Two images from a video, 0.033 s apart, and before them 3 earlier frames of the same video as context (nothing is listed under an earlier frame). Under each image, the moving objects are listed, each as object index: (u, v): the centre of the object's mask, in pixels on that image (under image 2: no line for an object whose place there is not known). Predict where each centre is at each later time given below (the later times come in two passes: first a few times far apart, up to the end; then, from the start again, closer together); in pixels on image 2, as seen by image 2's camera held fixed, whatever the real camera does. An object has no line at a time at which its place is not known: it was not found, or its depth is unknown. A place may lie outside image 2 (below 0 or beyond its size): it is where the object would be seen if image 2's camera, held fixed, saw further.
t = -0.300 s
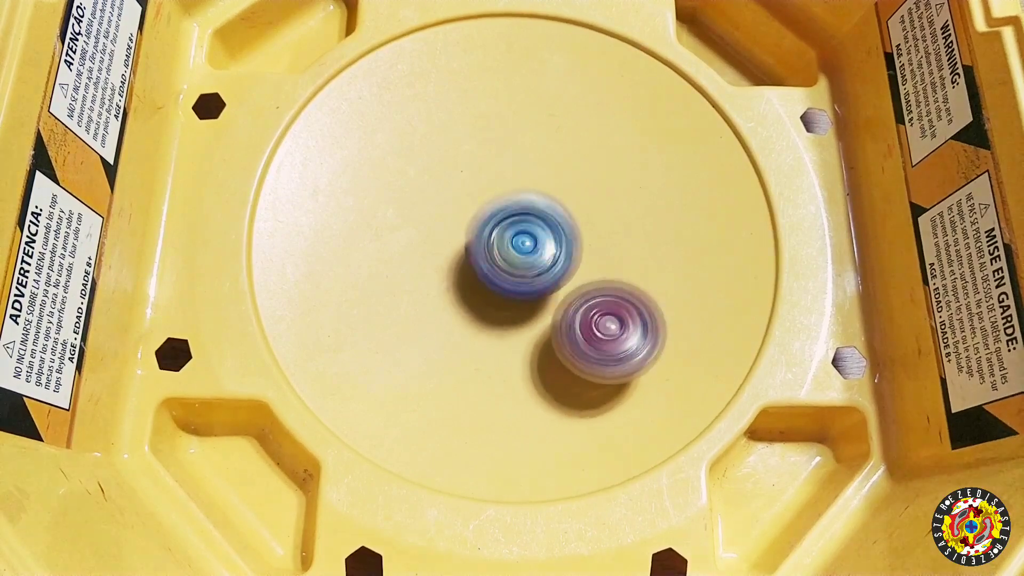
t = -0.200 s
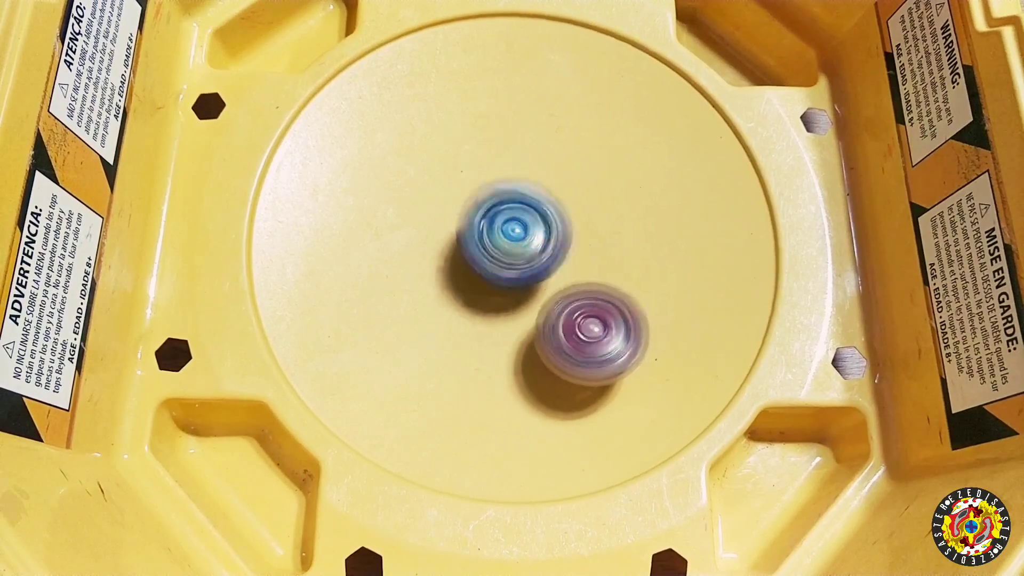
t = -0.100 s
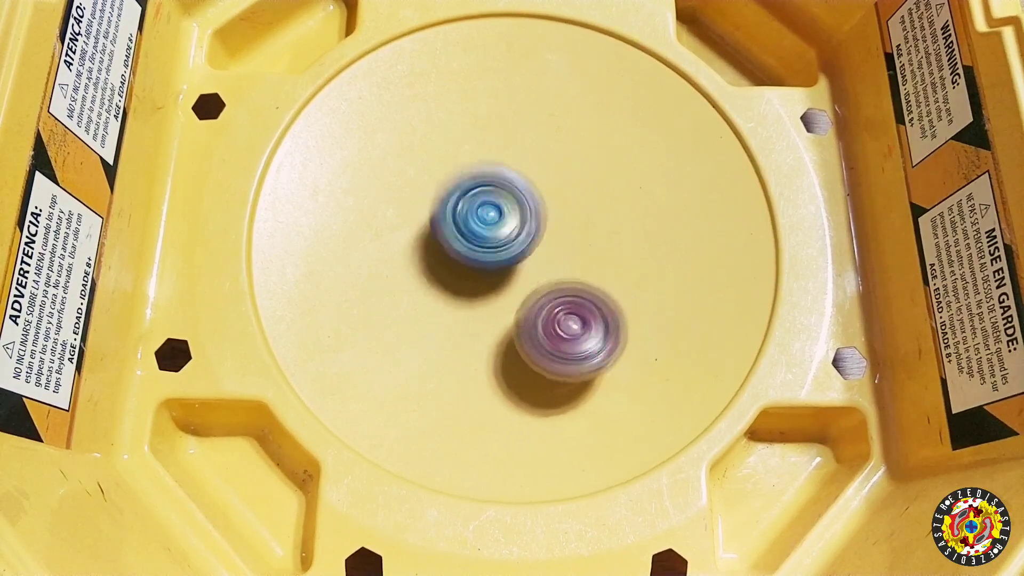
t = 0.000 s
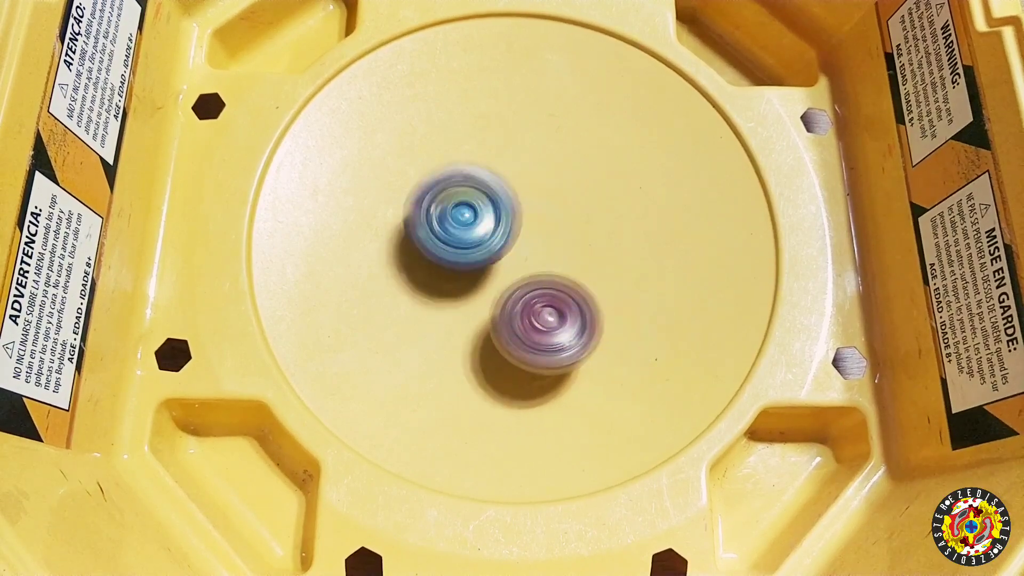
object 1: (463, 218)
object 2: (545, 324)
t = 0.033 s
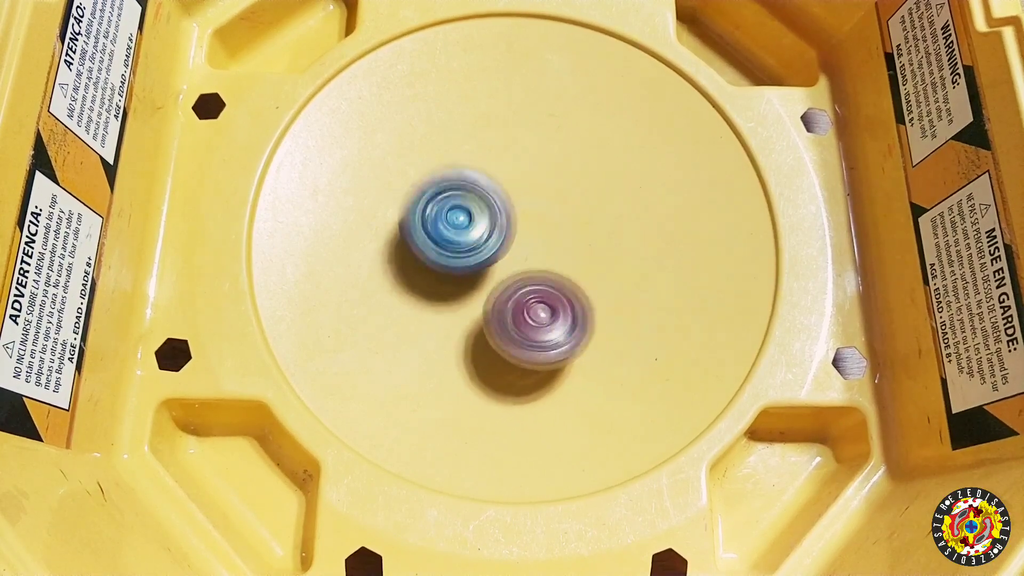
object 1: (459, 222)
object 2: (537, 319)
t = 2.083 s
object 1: (441, 321)
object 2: (562, 213)
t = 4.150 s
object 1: (597, 280)
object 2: (355, 228)
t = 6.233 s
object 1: (539, 222)
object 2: (358, 216)
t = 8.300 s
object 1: (508, 265)
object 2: (601, 251)
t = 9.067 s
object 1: (508, 265)
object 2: (601, 251)
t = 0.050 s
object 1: (456, 225)
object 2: (532, 317)
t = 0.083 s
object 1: (454, 230)
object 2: (524, 314)
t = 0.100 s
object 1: (452, 220)
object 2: (526, 328)
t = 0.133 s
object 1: (448, 192)
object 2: (531, 370)
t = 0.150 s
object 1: (446, 183)
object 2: (534, 383)
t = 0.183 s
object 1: (441, 169)
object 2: (535, 400)
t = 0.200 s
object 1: (440, 162)
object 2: (536, 403)
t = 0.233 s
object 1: (435, 149)
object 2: (541, 407)
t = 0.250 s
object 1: (431, 143)
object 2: (543, 409)
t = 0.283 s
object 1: (427, 131)
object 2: (546, 413)
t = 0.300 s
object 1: (426, 126)
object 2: (548, 414)
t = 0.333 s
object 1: (422, 116)
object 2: (551, 415)
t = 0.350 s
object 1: (420, 113)
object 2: (552, 415)
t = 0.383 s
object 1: (418, 107)
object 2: (554, 414)
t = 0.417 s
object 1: (417, 103)
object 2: (556, 412)
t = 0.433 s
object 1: (417, 102)
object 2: (557, 410)
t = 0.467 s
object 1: (419, 102)
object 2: (557, 405)
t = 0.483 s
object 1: (420, 103)
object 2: (557, 402)
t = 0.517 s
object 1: (424, 107)
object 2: (556, 395)
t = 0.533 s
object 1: (428, 110)
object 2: (555, 392)
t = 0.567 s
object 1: (436, 117)
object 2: (554, 384)
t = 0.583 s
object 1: (441, 121)
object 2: (553, 379)
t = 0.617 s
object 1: (452, 130)
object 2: (550, 370)
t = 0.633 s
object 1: (456, 133)
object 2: (548, 365)
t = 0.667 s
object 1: (469, 141)
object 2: (545, 355)
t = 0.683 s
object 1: (475, 144)
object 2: (543, 349)
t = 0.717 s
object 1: (489, 151)
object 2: (539, 337)
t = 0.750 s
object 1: (502, 158)
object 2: (534, 323)
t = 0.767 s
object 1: (507, 163)
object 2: (531, 315)
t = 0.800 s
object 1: (521, 169)
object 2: (524, 298)
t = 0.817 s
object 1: (527, 171)
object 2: (520, 289)
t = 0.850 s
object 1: (544, 169)
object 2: (506, 277)
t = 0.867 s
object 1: (556, 165)
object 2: (496, 275)
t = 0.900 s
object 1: (570, 158)
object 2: (481, 268)
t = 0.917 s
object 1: (576, 156)
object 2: (476, 263)
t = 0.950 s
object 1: (588, 148)
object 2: (467, 256)
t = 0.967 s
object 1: (594, 144)
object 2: (462, 250)
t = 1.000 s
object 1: (605, 137)
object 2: (454, 242)
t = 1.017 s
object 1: (611, 135)
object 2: (451, 237)
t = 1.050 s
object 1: (622, 130)
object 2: (443, 229)
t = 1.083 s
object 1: (632, 126)
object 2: (435, 220)
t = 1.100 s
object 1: (635, 125)
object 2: (432, 217)
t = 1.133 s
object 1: (645, 123)
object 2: (427, 209)
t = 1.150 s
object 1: (647, 121)
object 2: (424, 207)
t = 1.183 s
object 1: (652, 122)
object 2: (420, 202)
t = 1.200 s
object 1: (654, 124)
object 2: (418, 199)
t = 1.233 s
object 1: (656, 126)
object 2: (414, 194)
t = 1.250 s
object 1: (655, 129)
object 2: (412, 191)
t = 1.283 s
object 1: (654, 137)
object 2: (409, 187)
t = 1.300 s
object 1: (651, 140)
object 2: (409, 185)
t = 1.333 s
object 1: (648, 150)
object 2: (406, 182)
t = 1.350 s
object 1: (645, 154)
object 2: (406, 180)
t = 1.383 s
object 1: (639, 165)
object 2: (404, 176)
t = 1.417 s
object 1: (632, 177)
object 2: (405, 173)
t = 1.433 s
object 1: (630, 183)
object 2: (405, 173)
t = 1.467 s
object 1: (624, 195)
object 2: (406, 171)
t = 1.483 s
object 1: (620, 202)
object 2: (407, 170)
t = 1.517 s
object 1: (614, 214)
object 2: (409, 169)
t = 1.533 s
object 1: (608, 220)
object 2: (411, 168)
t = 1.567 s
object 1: (602, 230)
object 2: (414, 168)
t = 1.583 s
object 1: (599, 236)
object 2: (416, 168)
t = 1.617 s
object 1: (588, 246)
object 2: (422, 168)
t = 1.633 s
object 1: (586, 250)
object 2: (425, 168)
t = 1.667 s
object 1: (576, 261)
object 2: (431, 169)
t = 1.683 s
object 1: (571, 267)
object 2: (435, 169)
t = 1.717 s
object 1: (563, 275)
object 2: (442, 171)
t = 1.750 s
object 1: (552, 283)
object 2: (449, 172)
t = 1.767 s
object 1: (546, 287)
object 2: (453, 174)
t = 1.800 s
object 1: (536, 296)
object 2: (462, 176)
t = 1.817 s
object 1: (529, 298)
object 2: (467, 178)
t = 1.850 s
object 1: (519, 305)
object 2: (477, 180)
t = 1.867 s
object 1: (514, 307)
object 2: (481, 182)
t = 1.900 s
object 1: (501, 312)
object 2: (492, 185)
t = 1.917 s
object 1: (497, 314)
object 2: (498, 187)
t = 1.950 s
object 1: (486, 317)
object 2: (509, 193)
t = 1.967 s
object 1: (479, 319)
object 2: (514, 195)
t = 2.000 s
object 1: (469, 320)
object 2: (528, 201)
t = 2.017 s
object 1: (461, 321)
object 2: (534, 204)
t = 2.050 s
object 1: (450, 323)
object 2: (548, 208)
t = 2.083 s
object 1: (441, 321)
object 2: (562, 213)
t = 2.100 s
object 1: (435, 322)
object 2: (567, 215)
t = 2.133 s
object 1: (425, 321)
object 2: (581, 220)
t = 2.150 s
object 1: (420, 317)
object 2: (587, 221)
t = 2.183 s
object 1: (415, 315)
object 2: (598, 225)
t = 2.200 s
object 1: (412, 312)
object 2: (603, 226)
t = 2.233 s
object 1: (405, 306)
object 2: (612, 229)
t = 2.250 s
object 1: (404, 303)
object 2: (616, 230)
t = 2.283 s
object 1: (403, 296)
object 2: (622, 233)
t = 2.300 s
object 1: (403, 293)
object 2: (625, 233)
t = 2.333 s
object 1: (404, 284)
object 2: (629, 236)
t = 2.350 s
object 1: (404, 280)
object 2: (632, 235)
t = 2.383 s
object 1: (408, 271)
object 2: (636, 237)
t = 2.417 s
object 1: (413, 262)
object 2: (639, 238)
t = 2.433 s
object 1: (416, 259)
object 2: (641, 239)
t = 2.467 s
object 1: (421, 248)
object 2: (643, 240)
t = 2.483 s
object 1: (422, 245)
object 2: (644, 241)
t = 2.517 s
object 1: (428, 236)
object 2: (644, 242)
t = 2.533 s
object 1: (432, 232)
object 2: (644, 243)
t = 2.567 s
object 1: (439, 223)
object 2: (643, 243)
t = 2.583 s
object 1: (441, 219)
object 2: (643, 244)
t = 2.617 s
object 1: (448, 211)
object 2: (640, 246)
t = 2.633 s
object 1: (451, 205)
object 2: (640, 247)
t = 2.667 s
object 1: (459, 199)
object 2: (635, 249)
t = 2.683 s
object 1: (464, 194)
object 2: (634, 249)
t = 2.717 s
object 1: (472, 190)
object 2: (627, 252)
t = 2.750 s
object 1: (482, 183)
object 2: (622, 253)
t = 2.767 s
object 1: (485, 181)
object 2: (618, 254)
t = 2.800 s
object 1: (495, 176)
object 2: (611, 255)
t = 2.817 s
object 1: (498, 173)
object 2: (607, 257)
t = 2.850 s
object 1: (509, 170)
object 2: (597, 257)
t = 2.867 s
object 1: (515, 167)
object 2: (593, 258)
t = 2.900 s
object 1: (524, 166)
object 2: (580, 259)
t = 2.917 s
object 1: (530, 164)
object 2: (575, 260)
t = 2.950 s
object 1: (538, 153)
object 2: (561, 269)
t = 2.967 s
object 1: (542, 148)
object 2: (556, 271)
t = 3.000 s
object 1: (545, 140)
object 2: (543, 276)
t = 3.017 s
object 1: (549, 136)
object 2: (535, 277)
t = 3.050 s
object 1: (554, 130)
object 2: (522, 282)
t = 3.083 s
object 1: (559, 124)
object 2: (507, 284)
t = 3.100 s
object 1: (562, 121)
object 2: (500, 287)
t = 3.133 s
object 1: (566, 119)
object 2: (486, 290)
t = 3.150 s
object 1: (569, 118)
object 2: (480, 291)
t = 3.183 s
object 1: (572, 118)
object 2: (468, 294)
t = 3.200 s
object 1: (575, 118)
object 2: (461, 294)
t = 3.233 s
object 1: (577, 121)
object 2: (451, 297)
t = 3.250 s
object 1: (578, 122)
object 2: (446, 298)
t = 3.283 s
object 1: (578, 128)
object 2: (438, 300)
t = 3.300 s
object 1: (579, 131)
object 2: (433, 301)
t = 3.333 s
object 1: (578, 140)
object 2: (427, 303)
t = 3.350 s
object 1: (579, 143)
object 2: (423, 304)
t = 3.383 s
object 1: (576, 154)
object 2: (414, 305)
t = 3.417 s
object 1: (576, 163)
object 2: (411, 306)
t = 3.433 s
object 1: (573, 168)
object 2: (409, 306)
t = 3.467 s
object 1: (572, 177)
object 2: (406, 305)
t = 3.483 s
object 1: (569, 183)
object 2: (406, 306)
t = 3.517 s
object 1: (567, 192)
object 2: (405, 305)
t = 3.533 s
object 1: (564, 197)
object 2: (406, 304)
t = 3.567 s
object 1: (561, 206)
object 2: (406, 303)
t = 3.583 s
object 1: (558, 211)
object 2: (406, 300)
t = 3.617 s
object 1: (554, 220)
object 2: (407, 299)
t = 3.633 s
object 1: (550, 225)
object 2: (408, 297)
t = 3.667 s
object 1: (545, 233)
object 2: (411, 293)
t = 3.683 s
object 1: (541, 238)
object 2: (412, 291)
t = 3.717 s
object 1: (535, 244)
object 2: (416, 286)
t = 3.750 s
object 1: (551, 252)
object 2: (392, 278)
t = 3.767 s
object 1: (563, 255)
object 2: (374, 274)
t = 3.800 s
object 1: (575, 261)
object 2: (352, 265)
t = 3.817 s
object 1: (580, 264)
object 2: (345, 261)
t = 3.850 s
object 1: (586, 267)
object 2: (341, 257)
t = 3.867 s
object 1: (589, 268)
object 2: (339, 254)
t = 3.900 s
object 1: (594, 273)
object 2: (336, 251)
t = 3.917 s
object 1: (597, 274)
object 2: (335, 249)
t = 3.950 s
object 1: (602, 278)
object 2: (332, 246)
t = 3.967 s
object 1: (604, 279)
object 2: (332, 245)
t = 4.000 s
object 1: (606, 282)
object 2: (333, 242)
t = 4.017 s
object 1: (605, 282)
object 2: (334, 241)
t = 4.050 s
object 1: (607, 284)
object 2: (336, 239)
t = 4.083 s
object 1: (604, 282)
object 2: (340, 236)
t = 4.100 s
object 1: (605, 283)
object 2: (343, 233)
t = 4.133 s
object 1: (599, 282)
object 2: (351, 229)
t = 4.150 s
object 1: (597, 280)
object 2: (355, 228)
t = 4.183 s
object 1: (592, 280)
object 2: (367, 223)
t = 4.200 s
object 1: (588, 278)
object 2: (375, 220)
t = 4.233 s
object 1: (581, 275)
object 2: (391, 214)
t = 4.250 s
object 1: (576, 274)
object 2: (399, 210)
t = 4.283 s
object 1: (570, 270)
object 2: (417, 202)
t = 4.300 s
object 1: (566, 269)
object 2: (426, 198)
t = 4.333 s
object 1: (556, 264)
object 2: (446, 190)
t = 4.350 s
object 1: (554, 263)
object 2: (457, 185)
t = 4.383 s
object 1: (547, 259)
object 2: (477, 176)
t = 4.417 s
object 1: (541, 272)
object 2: (496, 150)
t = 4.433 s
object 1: (537, 279)
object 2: (504, 139)
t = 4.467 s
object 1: (529, 283)
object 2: (520, 116)
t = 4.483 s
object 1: (529, 284)
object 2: (527, 104)
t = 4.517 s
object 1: (525, 286)
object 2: (541, 81)
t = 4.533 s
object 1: (523, 287)
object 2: (546, 71)
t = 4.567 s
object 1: (518, 290)
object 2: (558, 53)
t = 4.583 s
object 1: (513, 291)
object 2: (563, 46)
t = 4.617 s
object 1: (506, 288)
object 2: (571, 37)
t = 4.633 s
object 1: (505, 288)
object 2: (575, 35)
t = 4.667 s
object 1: (500, 288)
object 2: (579, 31)
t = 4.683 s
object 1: (496, 286)
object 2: (580, 30)
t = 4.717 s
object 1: (492, 283)
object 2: (580, 31)
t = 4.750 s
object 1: (486, 278)
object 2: (578, 32)
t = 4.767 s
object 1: (484, 275)
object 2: (578, 32)
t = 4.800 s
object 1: (484, 273)
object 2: (577, 32)
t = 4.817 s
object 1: (482, 269)
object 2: (576, 33)
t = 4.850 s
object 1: (482, 263)
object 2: (576, 35)
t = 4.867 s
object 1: (481, 260)
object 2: (575, 37)
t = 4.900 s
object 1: (482, 255)
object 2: (575, 45)
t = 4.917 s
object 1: (482, 250)
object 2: (575, 51)
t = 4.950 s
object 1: (486, 247)
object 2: (573, 70)
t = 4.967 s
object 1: (485, 244)
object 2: (572, 82)
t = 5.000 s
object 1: (491, 239)
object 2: (573, 106)
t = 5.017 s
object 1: (491, 236)
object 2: (573, 119)
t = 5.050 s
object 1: (496, 233)
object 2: (575, 147)
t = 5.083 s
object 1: (490, 231)
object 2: (585, 172)
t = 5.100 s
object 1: (478, 229)
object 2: (596, 184)
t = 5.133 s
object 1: (467, 226)
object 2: (611, 213)
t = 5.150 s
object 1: (464, 225)
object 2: (616, 226)
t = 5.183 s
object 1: (462, 223)
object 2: (626, 246)
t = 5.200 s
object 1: (462, 223)
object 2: (629, 257)
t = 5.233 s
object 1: (463, 224)
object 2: (636, 282)
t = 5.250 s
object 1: (461, 226)
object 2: (640, 293)
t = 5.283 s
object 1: (456, 224)
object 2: (647, 316)
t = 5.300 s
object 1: (453, 223)
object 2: (649, 328)
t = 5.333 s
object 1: (450, 218)
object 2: (654, 351)
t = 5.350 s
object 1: (451, 216)
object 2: (657, 362)
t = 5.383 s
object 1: (458, 211)
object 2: (662, 385)
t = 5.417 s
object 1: (464, 213)
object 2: (662, 402)
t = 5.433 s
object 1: (465, 216)
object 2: (658, 411)
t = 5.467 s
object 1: (465, 221)
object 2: (659, 423)
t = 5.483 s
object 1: (465, 222)
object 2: (656, 427)
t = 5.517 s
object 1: (466, 219)
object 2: (648, 428)
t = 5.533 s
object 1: (469, 218)
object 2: (643, 429)
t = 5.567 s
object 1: (476, 219)
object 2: (631, 428)
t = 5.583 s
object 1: (480, 220)
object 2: (625, 427)
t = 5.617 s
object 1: (485, 228)
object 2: (612, 428)
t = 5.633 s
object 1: (485, 234)
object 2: (599, 428)
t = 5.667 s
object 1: (479, 241)
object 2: (588, 422)
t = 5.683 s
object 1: (478, 241)
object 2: (580, 420)
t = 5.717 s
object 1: (476, 241)
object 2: (558, 411)
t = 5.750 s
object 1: (479, 243)
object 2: (538, 404)
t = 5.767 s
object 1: (482, 244)
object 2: (528, 397)
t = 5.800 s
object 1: (484, 251)
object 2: (505, 383)
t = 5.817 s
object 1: (482, 254)
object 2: (495, 378)
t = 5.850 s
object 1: (476, 260)
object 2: (475, 364)
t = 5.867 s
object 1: (474, 259)
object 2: (460, 359)
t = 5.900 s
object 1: (493, 246)
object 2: (422, 349)
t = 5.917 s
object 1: (503, 240)
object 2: (407, 345)
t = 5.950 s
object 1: (515, 232)
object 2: (388, 334)
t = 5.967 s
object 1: (519, 230)
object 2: (383, 331)
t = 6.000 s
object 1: (527, 226)
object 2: (372, 322)
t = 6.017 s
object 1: (530, 223)
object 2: (367, 317)
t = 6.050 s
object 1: (534, 222)
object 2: (354, 300)
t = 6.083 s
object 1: (538, 220)
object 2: (348, 283)
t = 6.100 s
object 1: (539, 221)
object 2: (348, 278)
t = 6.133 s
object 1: (542, 223)
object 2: (343, 261)
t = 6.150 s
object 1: (541, 223)
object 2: (346, 254)
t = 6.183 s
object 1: (540, 222)
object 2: (347, 237)
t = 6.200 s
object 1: (539, 221)
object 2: (350, 229)
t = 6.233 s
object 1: (539, 222)
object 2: (358, 216)
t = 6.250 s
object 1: (539, 223)
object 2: (360, 208)
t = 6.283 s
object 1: (541, 224)
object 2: (372, 195)
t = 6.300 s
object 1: (541, 224)
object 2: (377, 190)
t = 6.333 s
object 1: (538, 224)
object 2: (390, 181)
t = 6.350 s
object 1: (536, 224)
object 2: (398, 179)
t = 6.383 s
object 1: (534, 223)
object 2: (414, 171)
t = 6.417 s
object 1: (535, 224)
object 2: (431, 167)
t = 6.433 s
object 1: (536, 224)
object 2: (438, 168)
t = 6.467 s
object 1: (536, 224)
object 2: (454, 165)
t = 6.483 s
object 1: (537, 226)
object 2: (461, 163)
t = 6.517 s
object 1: (546, 239)
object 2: (476, 157)
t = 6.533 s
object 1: (548, 242)
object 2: (486, 156)
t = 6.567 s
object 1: (551, 243)
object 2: (503, 157)
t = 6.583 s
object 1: (551, 242)
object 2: (507, 159)
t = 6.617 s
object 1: (552, 244)
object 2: (517, 160)
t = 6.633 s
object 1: (551, 245)
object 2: (523, 161)
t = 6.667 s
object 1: (543, 251)
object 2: (549, 161)
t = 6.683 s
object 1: (539, 252)
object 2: (564, 165)
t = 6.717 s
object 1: (532, 254)
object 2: (590, 174)
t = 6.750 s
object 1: (525, 260)
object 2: (611, 177)
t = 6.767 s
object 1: (521, 262)
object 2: (622, 177)
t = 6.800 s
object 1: (516, 264)
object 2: (638, 182)
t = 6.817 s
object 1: (515, 264)
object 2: (647, 185)
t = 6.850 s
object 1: (513, 263)
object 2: (662, 189)
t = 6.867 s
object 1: (513, 263)
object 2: (667, 192)
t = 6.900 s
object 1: (513, 263)
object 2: (678, 194)
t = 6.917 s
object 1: (514, 264)
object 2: (683, 194)
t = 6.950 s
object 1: (517, 265)
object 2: (684, 195)
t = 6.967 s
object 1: (519, 265)
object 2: (685, 193)
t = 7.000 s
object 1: (524, 265)
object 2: (683, 195)
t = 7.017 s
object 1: (524, 265)
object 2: (681, 196)
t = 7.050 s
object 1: (524, 265)
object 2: (667, 193)
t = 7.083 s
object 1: (522, 266)
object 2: (672, 193)
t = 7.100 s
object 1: (521, 266)
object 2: (664, 194)
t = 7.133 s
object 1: (522, 266)
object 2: (658, 192)
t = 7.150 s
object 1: (522, 266)
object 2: (654, 197)
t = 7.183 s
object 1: (523, 266)
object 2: (648, 198)
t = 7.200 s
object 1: (523, 266)
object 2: (641, 199)
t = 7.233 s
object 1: (522, 266)
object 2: (630, 205)
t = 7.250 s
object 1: (523, 266)
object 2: (625, 218)
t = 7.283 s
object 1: (523, 266)
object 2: (613, 226)
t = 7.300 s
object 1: (522, 266)
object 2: (605, 230)
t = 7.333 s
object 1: (520, 266)
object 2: (599, 243)
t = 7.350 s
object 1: (519, 266)
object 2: (599, 253)
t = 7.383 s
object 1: (515, 266)
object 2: (598, 275)
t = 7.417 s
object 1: (511, 265)
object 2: (602, 289)
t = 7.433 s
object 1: (509, 264)
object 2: (603, 292)
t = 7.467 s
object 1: (507, 263)
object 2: (606, 295)
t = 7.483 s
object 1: (506, 263)
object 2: (607, 295)
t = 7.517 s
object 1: (506, 263)
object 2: (608, 296)
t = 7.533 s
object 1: (506, 263)
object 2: (608, 295)
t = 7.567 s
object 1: (508, 264)
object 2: (604, 294)
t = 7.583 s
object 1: (509, 265)
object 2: (602, 294)
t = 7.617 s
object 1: (510, 265)
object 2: (600, 291)
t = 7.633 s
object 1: (510, 266)
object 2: (599, 289)
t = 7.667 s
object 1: (512, 266)
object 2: (606, 281)
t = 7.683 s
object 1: (512, 267)
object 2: (605, 279)
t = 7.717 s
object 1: (512, 266)
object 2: (602, 274)
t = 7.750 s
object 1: (511, 266)
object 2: (601, 270)
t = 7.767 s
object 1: (511, 266)
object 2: (601, 268)
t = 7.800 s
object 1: (510, 266)
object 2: (601, 265)
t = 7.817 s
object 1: (510, 266)
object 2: (600, 263)
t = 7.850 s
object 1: (509, 265)
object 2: (600, 261)
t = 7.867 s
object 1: (508, 265)
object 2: (600, 259)
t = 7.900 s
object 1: (507, 265)
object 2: (600, 256)
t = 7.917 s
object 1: (507, 265)
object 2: (600, 254)
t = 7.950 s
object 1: (506, 264)
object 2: (601, 250)
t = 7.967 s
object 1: (506, 264)
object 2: (602, 248)
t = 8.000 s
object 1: (507, 265)
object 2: (603, 246)
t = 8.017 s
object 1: (507, 265)
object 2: (604, 246)
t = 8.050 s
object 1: (507, 266)
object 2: (603, 247)
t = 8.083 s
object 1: (508, 266)
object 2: (603, 248)
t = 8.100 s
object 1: (508, 266)
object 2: (603, 248)
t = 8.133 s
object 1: (508, 266)
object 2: (602, 250)
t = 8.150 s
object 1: (508, 266)
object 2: (602, 250)
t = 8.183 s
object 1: (508, 266)
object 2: (601, 251)
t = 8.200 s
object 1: (508, 266)
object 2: (601, 251)
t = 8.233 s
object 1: (508, 266)
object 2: (601, 251)
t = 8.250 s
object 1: (508, 266)
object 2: (601, 251)
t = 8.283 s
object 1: (507, 265)
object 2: (601, 251)
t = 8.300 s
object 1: (508, 265)
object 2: (601, 251)
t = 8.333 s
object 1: (508, 265)
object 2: (601, 251)
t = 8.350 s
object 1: (508, 265)
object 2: (601, 250)
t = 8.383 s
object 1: (508, 265)
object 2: (602, 250)
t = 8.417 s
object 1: (508, 265)
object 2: (602, 250)
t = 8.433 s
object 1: (508, 265)
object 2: (602, 250)
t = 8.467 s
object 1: (508, 265)
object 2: (601, 250)
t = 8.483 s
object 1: (508, 265)
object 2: (601, 250)
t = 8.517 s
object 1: (508, 265)
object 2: (601, 251)
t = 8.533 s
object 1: (508, 265)
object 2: (601, 251)
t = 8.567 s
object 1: (508, 265)
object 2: (601, 251)
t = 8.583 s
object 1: (508, 265)
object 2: (601, 251)
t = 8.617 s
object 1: (508, 265)
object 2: (601, 251)
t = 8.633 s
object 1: (508, 265)
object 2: (601, 250)
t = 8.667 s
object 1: (508, 265)
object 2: (601, 250)
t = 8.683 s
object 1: (508, 265)
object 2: (602, 250)
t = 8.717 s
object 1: (508, 265)
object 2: (602, 250)
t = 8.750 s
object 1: (508, 265)
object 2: (601, 250)
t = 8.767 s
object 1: (508, 265)
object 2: (601, 250)
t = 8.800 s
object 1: (508, 265)
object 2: (601, 251)
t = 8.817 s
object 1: (508, 265)
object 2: (601, 250)
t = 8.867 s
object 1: (508, 265)
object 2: (601, 250)
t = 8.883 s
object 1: (508, 265)
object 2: (601, 250)
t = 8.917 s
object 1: (508, 265)
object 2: (602, 250)
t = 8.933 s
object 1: (508, 265)
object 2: (601, 250)
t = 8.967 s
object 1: (508, 265)
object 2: (601, 251)
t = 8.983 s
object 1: (508, 265)
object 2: (601, 251)
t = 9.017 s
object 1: (508, 265)
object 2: (601, 250)
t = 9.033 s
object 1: (508, 265)
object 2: (601, 251)
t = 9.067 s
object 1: (508, 265)
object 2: (601, 251)
